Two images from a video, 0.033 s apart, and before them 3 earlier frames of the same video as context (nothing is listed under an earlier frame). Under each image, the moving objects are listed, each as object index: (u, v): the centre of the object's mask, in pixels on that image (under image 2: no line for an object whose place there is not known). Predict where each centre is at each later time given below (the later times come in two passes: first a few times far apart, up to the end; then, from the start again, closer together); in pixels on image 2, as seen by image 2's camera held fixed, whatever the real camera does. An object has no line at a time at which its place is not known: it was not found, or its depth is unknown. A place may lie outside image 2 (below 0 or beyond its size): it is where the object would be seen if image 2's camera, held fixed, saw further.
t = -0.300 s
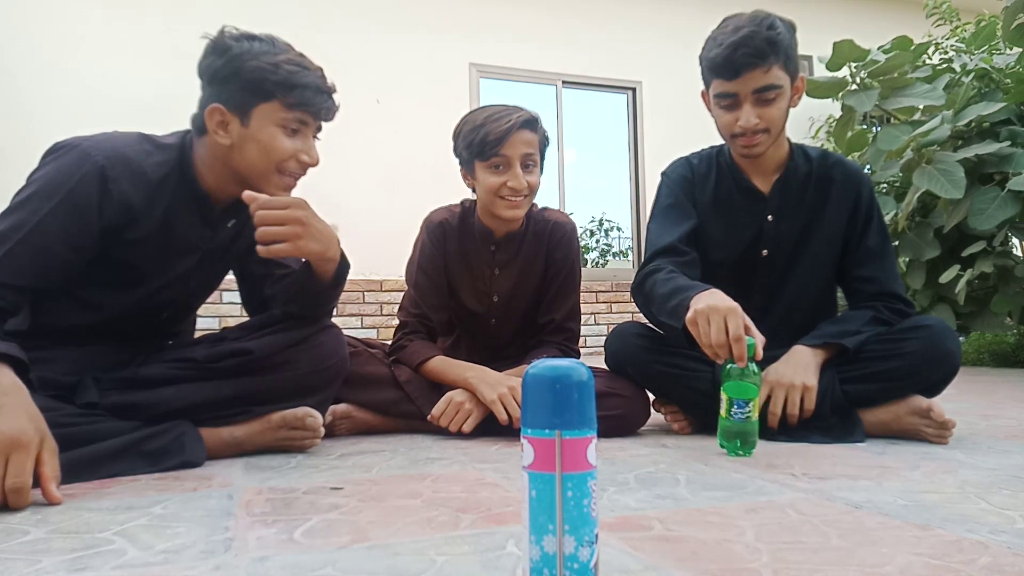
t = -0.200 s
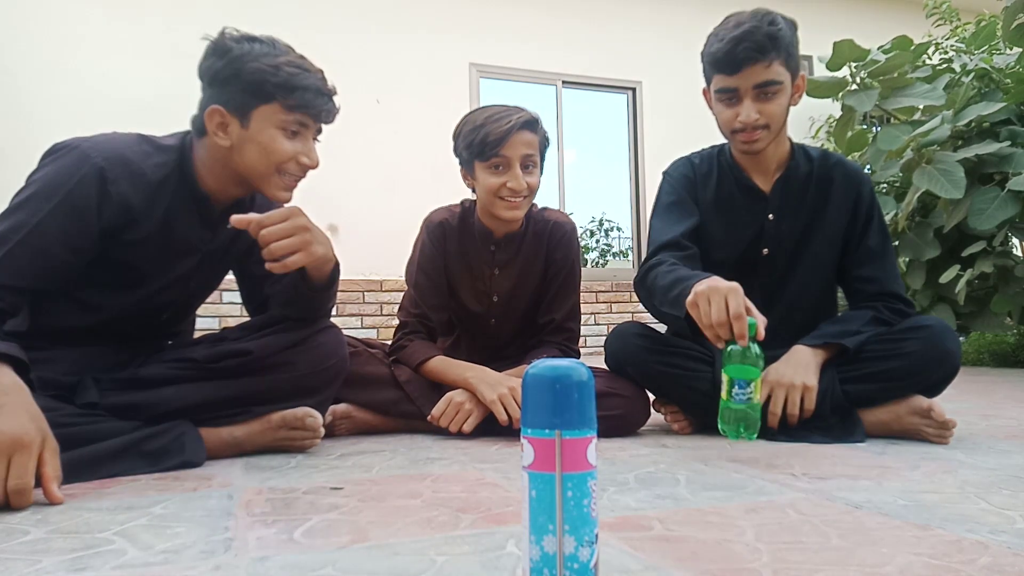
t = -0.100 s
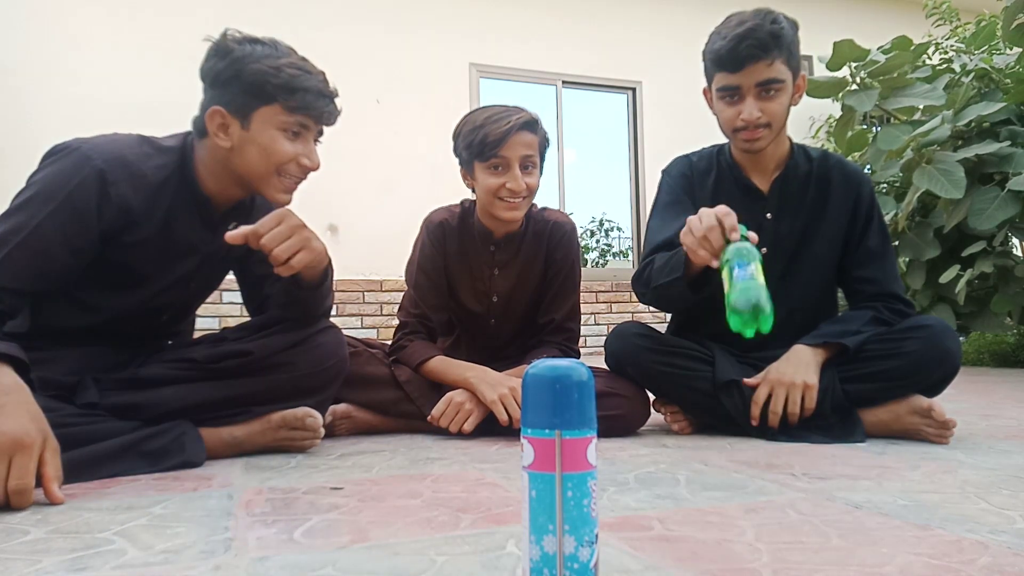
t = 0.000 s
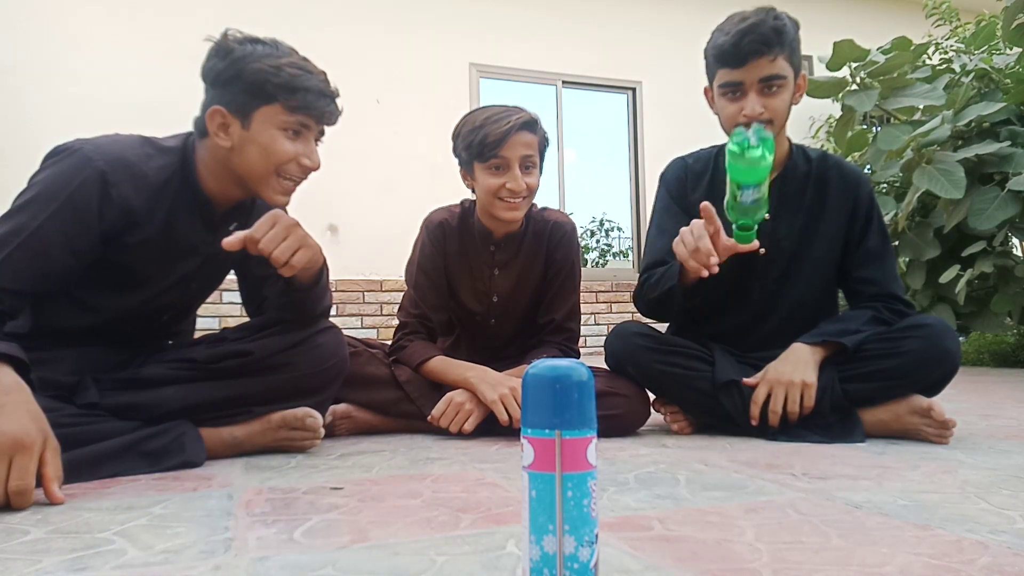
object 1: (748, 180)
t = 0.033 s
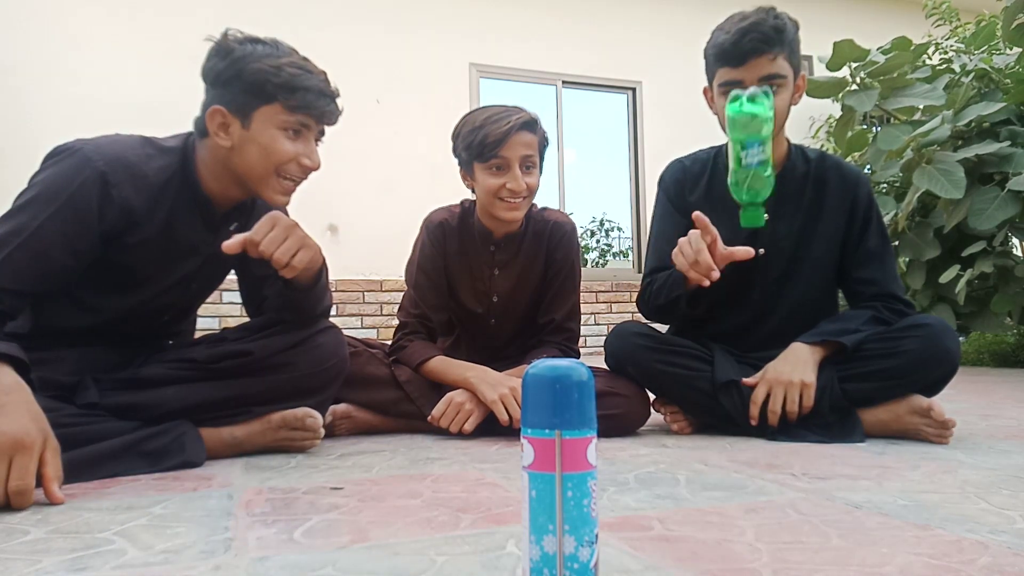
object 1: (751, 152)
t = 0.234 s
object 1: (764, 79)
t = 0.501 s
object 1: (794, 427)
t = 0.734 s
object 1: (793, 427)
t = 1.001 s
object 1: (793, 427)
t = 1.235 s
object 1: (794, 427)
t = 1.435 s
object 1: (794, 427)
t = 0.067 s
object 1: (753, 122)
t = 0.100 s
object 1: (755, 96)
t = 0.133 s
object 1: (756, 77)
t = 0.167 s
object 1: (757, 67)
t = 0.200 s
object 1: (761, 69)
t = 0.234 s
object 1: (764, 79)
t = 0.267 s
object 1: (769, 99)
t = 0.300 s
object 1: (774, 133)
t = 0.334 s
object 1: (778, 180)
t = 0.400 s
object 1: (791, 320)
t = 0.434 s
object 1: (800, 415)
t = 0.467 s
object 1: (798, 425)
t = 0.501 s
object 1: (794, 427)
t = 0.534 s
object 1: (791, 427)
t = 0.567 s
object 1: (790, 427)
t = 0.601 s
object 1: (790, 427)
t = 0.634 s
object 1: (789, 427)
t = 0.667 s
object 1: (788, 426)
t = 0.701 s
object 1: (789, 427)
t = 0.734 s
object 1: (793, 427)
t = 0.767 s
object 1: (797, 426)
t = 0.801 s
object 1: (799, 426)
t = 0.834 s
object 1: (798, 426)
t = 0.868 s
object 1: (795, 427)
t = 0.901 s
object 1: (791, 427)
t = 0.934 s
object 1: (790, 427)
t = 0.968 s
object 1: (790, 427)
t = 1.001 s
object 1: (793, 427)
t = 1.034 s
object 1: (796, 427)
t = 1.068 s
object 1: (796, 427)
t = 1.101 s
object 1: (794, 427)
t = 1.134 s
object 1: (793, 427)
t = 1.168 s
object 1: (794, 427)
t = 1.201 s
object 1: (795, 427)
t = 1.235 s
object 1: (794, 427)
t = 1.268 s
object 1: (794, 427)
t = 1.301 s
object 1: (795, 428)
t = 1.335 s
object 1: (795, 428)
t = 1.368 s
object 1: (794, 427)
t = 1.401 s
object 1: (794, 427)
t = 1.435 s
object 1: (794, 427)
